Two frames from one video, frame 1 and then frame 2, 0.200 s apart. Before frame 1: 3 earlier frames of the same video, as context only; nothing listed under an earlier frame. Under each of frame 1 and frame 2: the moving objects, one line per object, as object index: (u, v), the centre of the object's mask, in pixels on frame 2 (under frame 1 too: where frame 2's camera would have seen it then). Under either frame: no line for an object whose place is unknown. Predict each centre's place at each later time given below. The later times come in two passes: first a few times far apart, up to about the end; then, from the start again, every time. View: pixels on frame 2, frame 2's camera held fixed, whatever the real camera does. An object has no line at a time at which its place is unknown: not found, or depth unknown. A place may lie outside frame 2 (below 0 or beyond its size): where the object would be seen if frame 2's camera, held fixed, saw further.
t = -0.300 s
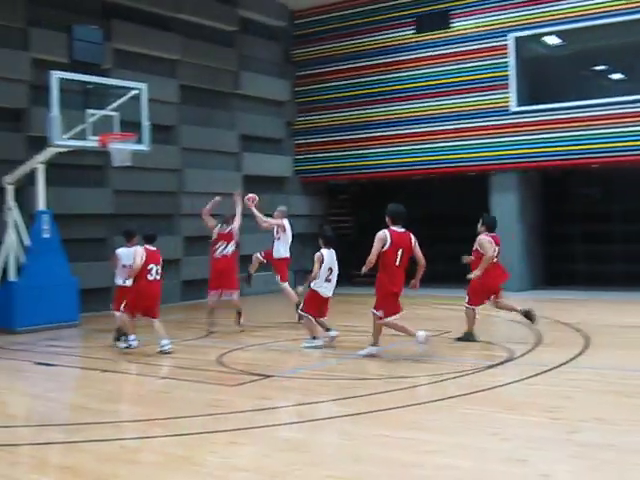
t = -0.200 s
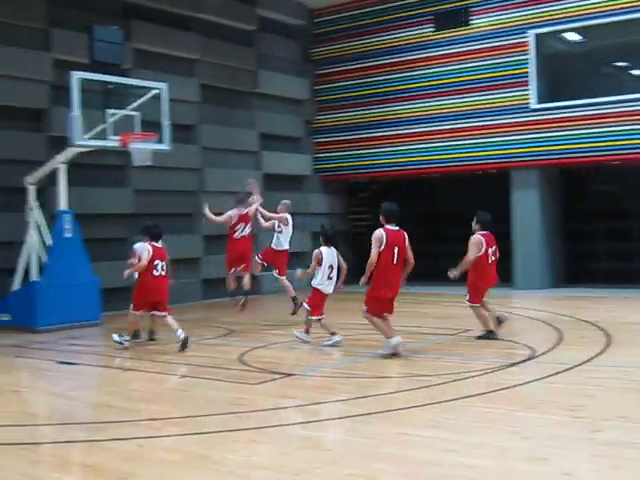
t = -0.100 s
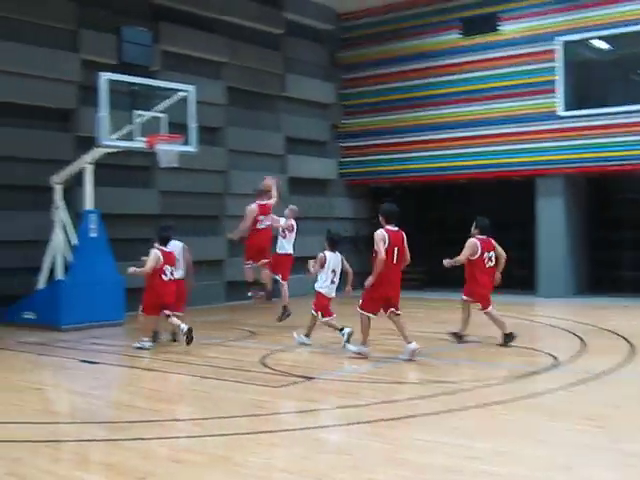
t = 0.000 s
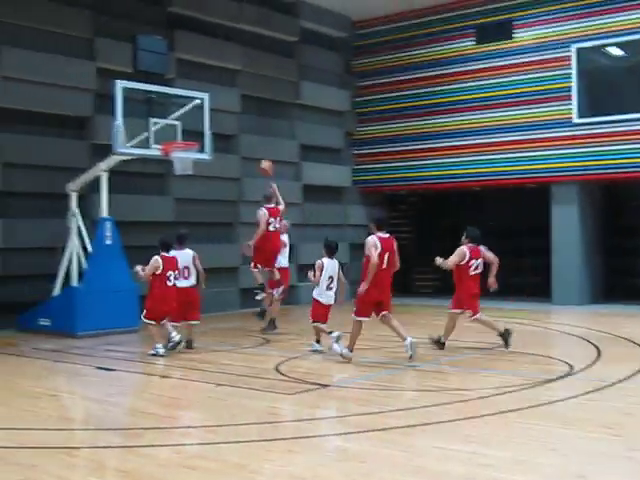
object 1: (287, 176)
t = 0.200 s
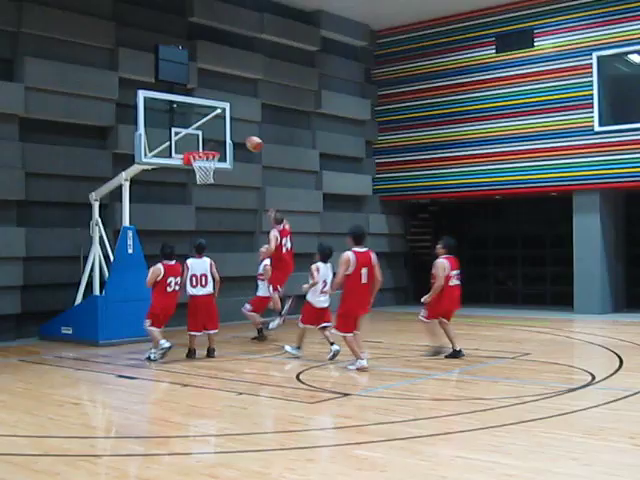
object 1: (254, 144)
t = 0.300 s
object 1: (238, 137)
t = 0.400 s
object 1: (219, 134)
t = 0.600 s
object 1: (186, 146)
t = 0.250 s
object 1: (246, 139)
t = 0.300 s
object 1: (238, 137)
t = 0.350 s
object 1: (229, 134)
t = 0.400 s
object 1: (219, 134)
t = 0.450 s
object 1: (212, 135)
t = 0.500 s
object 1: (204, 138)
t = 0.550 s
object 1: (194, 141)
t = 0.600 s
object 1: (186, 146)
